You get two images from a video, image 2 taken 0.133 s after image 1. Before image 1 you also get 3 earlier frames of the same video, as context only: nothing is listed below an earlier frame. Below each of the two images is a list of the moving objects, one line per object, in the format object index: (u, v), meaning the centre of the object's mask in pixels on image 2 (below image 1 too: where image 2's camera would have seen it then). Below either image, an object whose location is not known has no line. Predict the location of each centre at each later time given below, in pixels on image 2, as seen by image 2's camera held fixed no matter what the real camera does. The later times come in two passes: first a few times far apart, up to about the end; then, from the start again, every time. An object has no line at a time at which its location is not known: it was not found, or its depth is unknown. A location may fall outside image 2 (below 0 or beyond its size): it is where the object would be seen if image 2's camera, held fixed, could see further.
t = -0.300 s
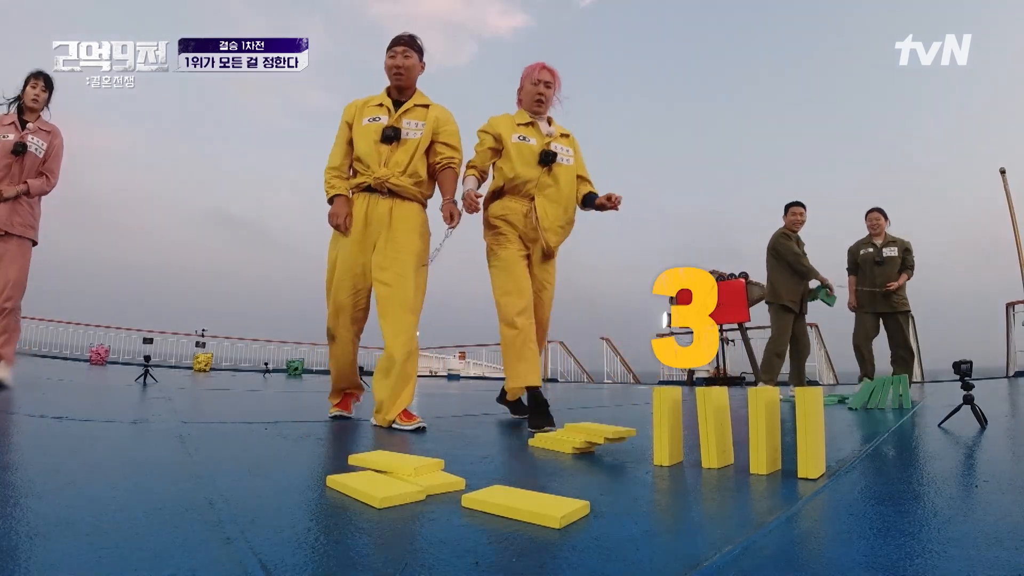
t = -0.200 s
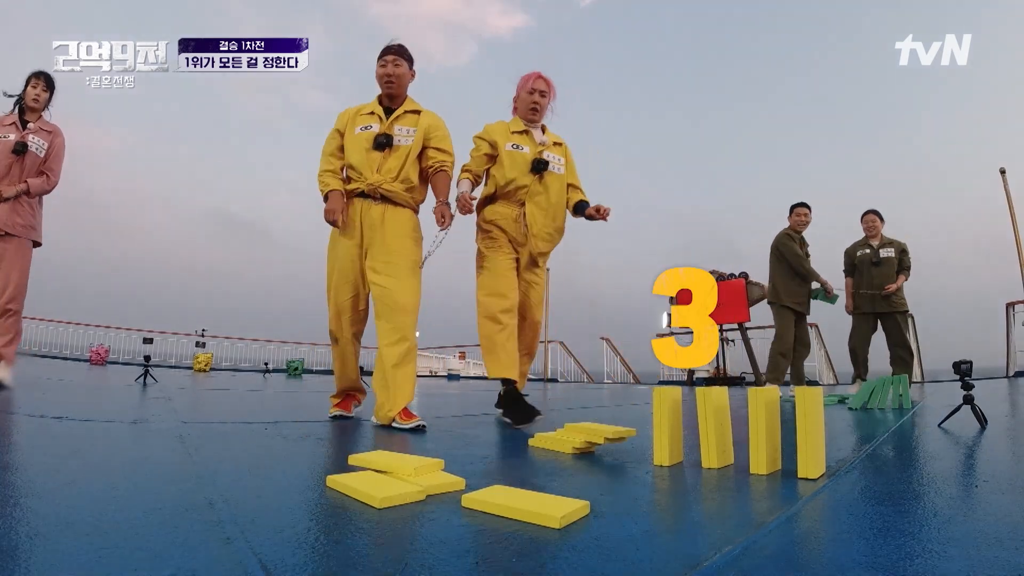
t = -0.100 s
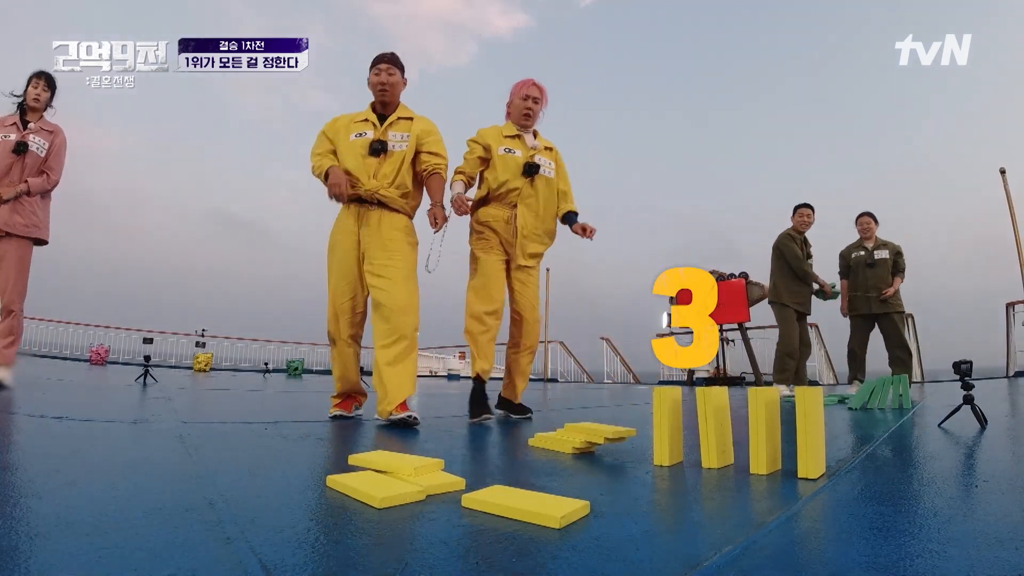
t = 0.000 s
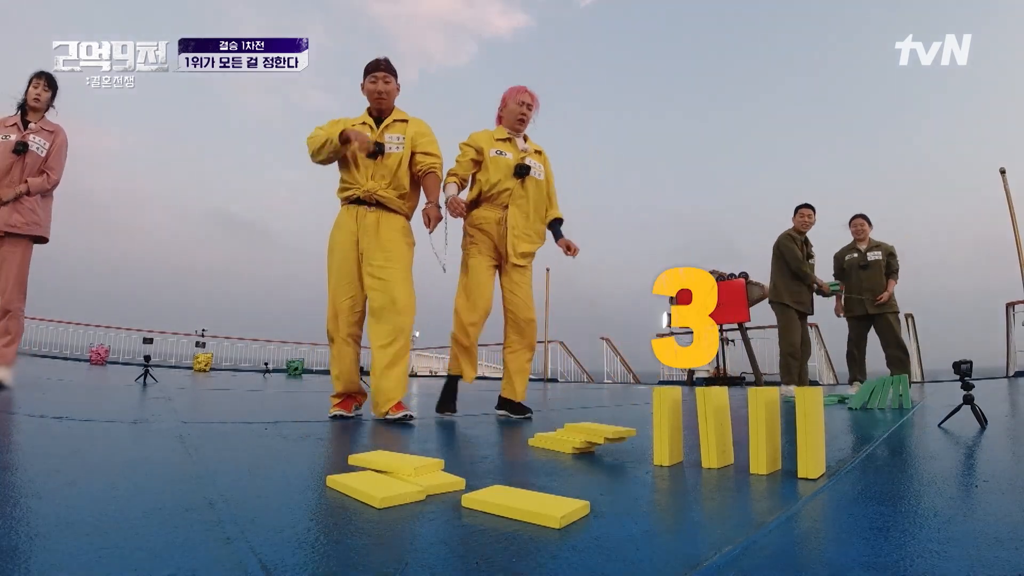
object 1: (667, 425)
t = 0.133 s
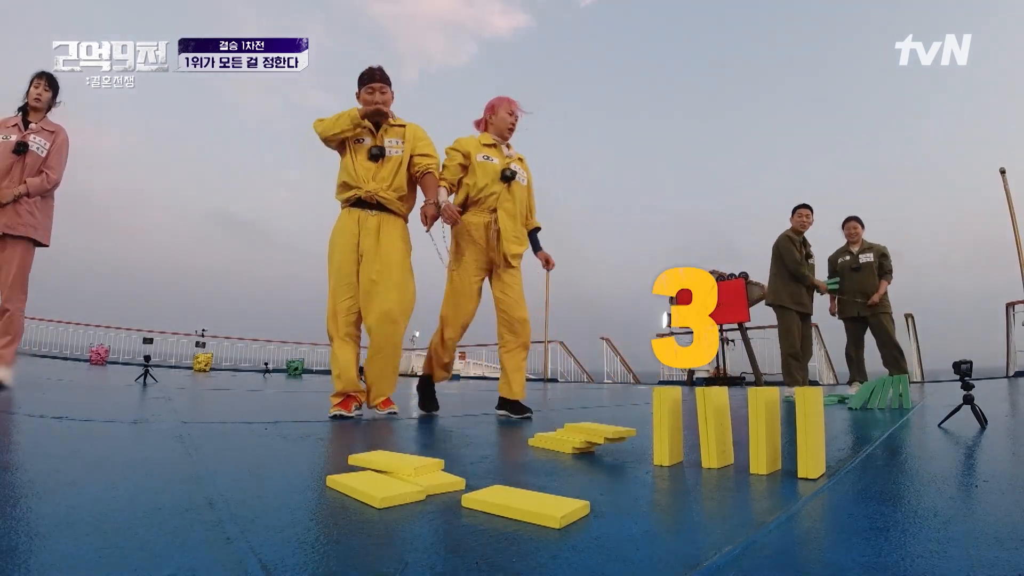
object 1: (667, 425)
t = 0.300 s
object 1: (667, 425)
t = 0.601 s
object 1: (667, 425)
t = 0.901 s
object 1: (654, 428)
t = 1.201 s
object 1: (636, 444)
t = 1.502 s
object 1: (635, 444)
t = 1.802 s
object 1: (635, 444)
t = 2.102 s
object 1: (635, 444)
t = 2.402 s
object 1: (635, 444)
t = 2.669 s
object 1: (635, 444)
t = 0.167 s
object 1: (667, 425)
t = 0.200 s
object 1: (667, 425)
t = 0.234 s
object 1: (667, 425)
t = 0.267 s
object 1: (667, 425)
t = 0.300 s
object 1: (667, 425)
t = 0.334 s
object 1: (667, 425)
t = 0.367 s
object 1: (667, 425)
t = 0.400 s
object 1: (667, 425)
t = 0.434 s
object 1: (667, 425)
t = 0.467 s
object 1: (667, 425)
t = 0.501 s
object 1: (667, 425)
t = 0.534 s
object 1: (667, 425)
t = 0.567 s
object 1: (667, 425)
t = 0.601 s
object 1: (667, 425)
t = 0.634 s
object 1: (667, 425)
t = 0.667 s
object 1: (667, 426)
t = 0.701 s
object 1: (667, 427)
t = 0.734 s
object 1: (666, 427)
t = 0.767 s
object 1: (664, 427)
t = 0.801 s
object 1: (662, 427)
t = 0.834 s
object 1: (660, 427)
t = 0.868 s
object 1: (657, 427)
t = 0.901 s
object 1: (654, 428)
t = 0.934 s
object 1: (649, 429)
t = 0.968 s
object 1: (643, 432)
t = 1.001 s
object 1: (637, 437)
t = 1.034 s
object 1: (635, 443)
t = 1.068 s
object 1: (635, 444)
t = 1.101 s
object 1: (635, 444)
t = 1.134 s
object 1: (637, 444)
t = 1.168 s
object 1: (637, 444)
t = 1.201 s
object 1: (636, 444)
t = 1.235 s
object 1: (634, 444)
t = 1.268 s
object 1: (636, 444)
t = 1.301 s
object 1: (636, 444)
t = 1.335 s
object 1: (636, 444)
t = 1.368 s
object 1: (635, 444)
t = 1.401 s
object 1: (636, 444)
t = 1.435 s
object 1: (635, 444)
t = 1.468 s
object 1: (635, 444)
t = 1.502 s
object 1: (635, 444)
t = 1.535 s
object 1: (635, 444)
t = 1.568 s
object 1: (635, 444)
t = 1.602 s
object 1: (635, 444)
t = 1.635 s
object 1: (635, 444)
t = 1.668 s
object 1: (635, 444)
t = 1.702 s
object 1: (635, 444)
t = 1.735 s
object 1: (635, 444)
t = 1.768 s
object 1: (635, 444)
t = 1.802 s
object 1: (635, 444)
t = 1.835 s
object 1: (635, 444)
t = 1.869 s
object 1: (636, 444)
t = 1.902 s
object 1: (636, 444)
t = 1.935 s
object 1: (636, 444)
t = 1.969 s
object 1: (636, 444)
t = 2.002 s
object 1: (636, 444)
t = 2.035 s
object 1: (635, 444)
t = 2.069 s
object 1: (635, 444)
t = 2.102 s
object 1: (635, 444)
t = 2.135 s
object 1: (635, 444)
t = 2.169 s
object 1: (635, 444)
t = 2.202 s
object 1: (635, 444)
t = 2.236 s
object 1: (635, 444)
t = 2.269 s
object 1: (635, 444)
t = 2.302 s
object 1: (635, 444)
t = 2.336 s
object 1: (635, 444)
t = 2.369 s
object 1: (635, 444)
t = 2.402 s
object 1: (635, 444)
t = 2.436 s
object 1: (635, 444)
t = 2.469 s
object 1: (635, 444)
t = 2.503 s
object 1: (635, 444)
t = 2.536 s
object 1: (635, 444)
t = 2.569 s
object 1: (635, 444)
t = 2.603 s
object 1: (635, 444)
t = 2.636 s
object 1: (635, 444)
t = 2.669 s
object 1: (635, 444)
